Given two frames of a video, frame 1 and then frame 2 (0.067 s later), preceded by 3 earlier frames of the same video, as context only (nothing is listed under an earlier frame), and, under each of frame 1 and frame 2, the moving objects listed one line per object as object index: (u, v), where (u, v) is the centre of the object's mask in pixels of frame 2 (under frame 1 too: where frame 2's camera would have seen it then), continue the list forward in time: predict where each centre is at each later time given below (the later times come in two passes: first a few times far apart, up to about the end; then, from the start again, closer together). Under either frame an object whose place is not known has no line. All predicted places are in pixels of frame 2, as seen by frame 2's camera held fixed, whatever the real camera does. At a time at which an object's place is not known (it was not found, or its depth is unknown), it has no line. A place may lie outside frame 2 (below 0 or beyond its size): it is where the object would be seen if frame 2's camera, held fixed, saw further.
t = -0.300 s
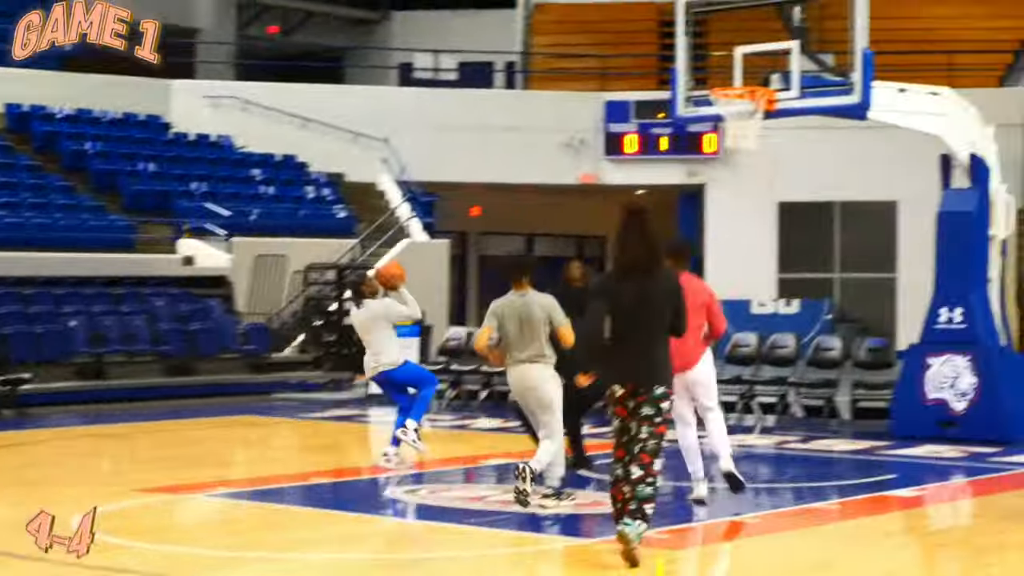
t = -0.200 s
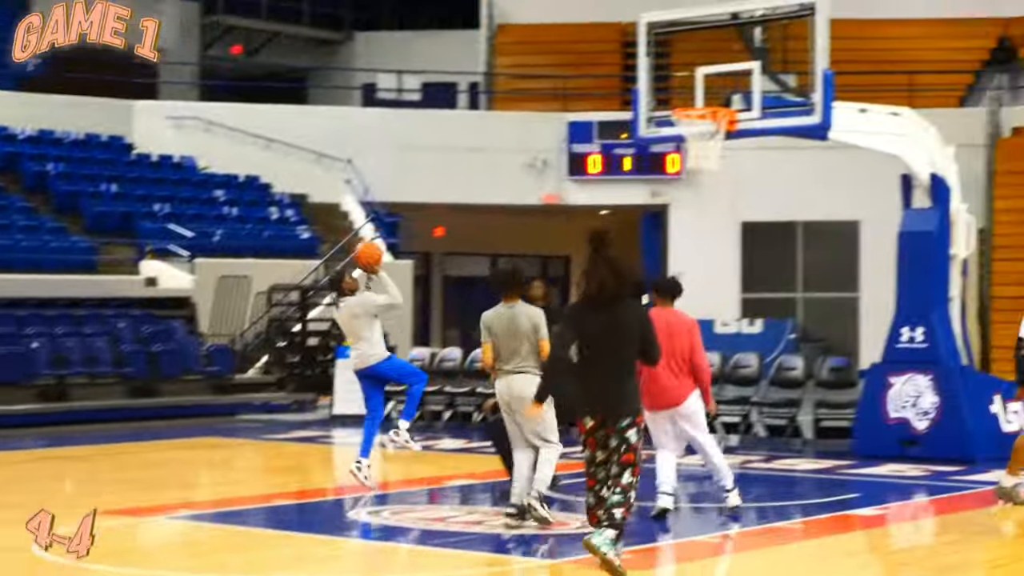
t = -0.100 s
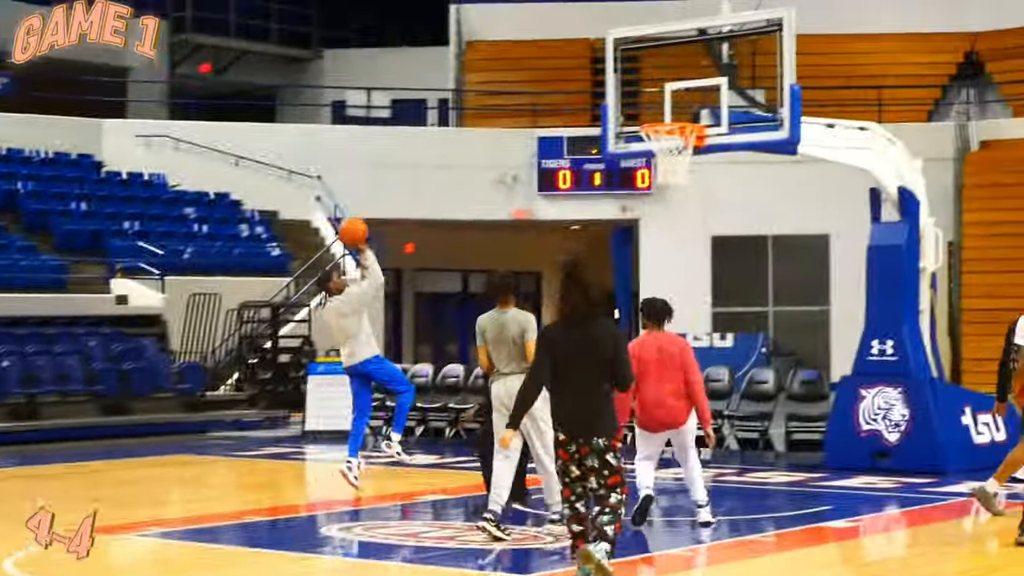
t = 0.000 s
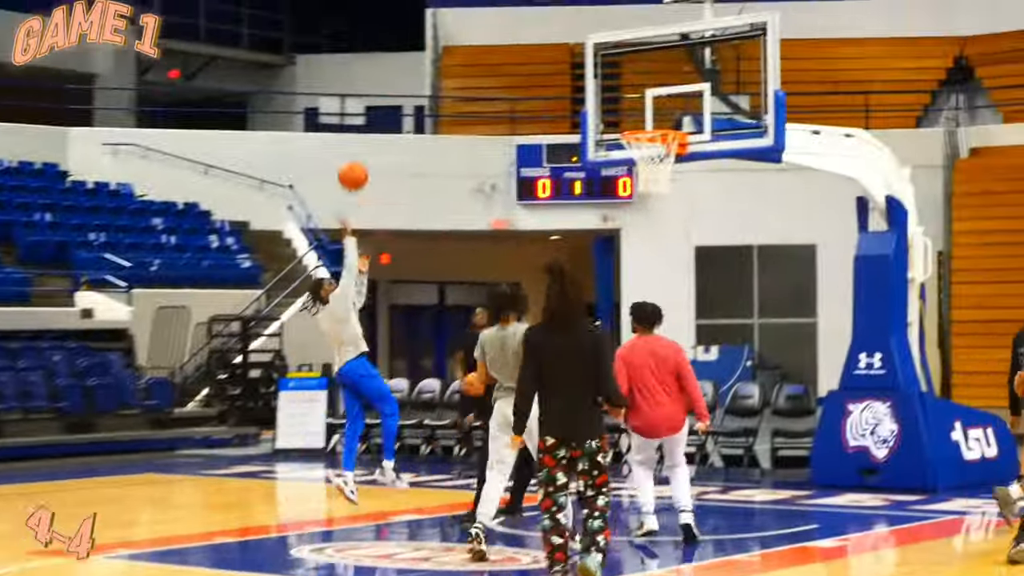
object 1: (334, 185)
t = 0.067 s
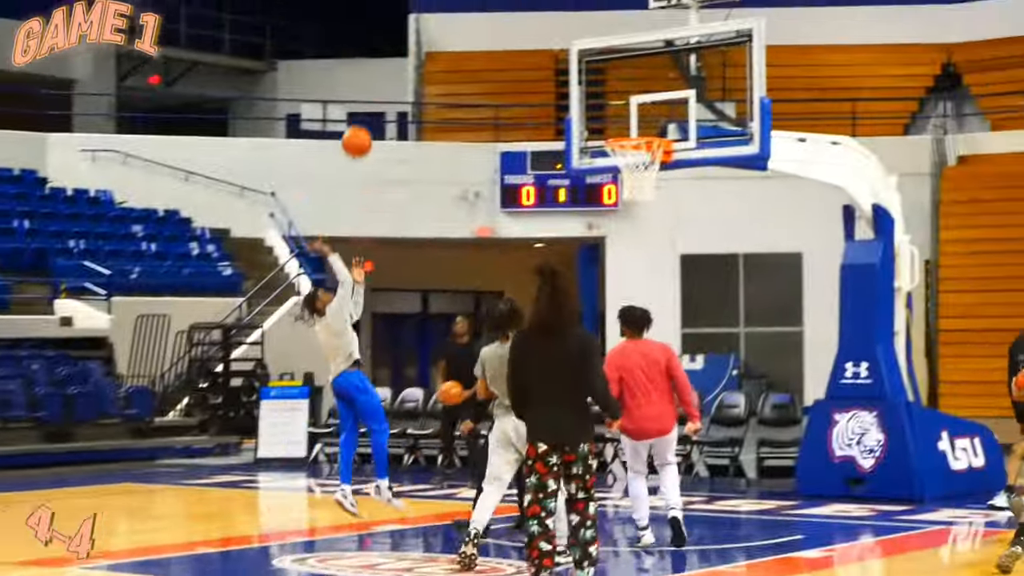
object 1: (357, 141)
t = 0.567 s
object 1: (516, 14)
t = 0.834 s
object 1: (601, 70)
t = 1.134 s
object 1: (633, 198)
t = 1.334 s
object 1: (611, 295)
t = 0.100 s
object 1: (367, 125)
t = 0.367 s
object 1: (451, 30)
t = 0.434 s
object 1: (473, 17)
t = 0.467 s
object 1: (483, 15)
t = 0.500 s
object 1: (495, 13)
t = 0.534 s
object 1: (505, 13)
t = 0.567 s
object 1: (516, 14)
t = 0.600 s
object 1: (527, 16)
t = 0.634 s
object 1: (539, 20)
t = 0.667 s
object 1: (550, 25)
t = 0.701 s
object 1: (561, 32)
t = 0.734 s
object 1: (571, 40)
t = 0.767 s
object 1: (581, 48)
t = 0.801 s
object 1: (592, 58)
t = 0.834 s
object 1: (601, 70)
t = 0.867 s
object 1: (612, 84)
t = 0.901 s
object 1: (622, 97)
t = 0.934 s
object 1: (632, 114)
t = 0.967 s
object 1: (643, 128)
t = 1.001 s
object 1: (643, 146)
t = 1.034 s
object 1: (641, 160)
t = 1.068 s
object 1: (638, 174)
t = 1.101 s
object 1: (637, 187)
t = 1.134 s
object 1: (633, 198)
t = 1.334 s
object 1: (611, 295)
